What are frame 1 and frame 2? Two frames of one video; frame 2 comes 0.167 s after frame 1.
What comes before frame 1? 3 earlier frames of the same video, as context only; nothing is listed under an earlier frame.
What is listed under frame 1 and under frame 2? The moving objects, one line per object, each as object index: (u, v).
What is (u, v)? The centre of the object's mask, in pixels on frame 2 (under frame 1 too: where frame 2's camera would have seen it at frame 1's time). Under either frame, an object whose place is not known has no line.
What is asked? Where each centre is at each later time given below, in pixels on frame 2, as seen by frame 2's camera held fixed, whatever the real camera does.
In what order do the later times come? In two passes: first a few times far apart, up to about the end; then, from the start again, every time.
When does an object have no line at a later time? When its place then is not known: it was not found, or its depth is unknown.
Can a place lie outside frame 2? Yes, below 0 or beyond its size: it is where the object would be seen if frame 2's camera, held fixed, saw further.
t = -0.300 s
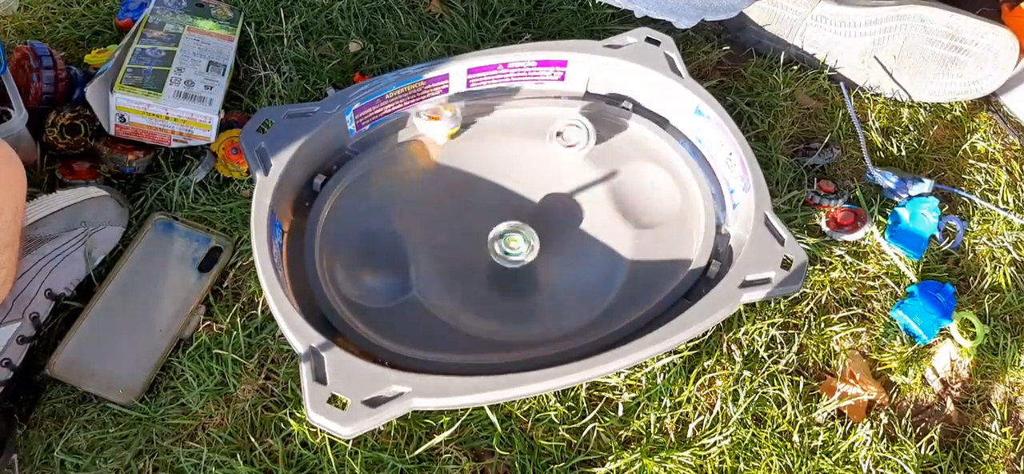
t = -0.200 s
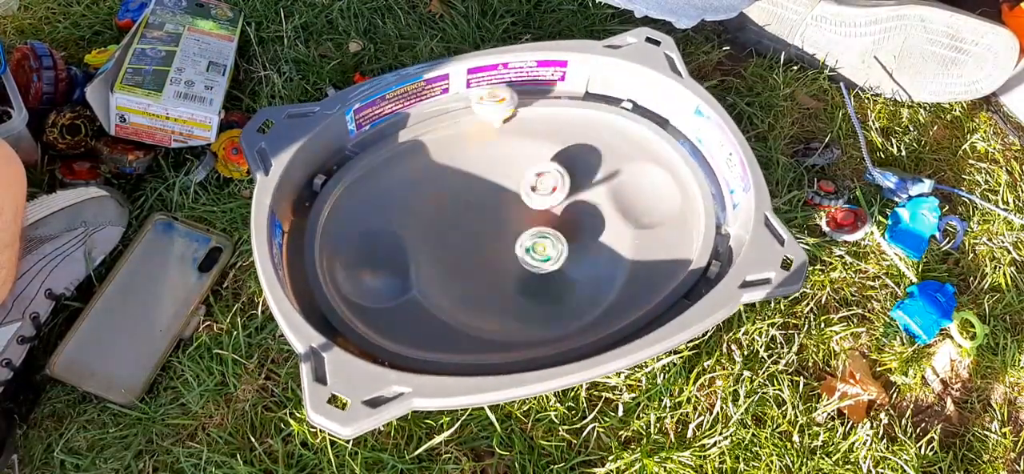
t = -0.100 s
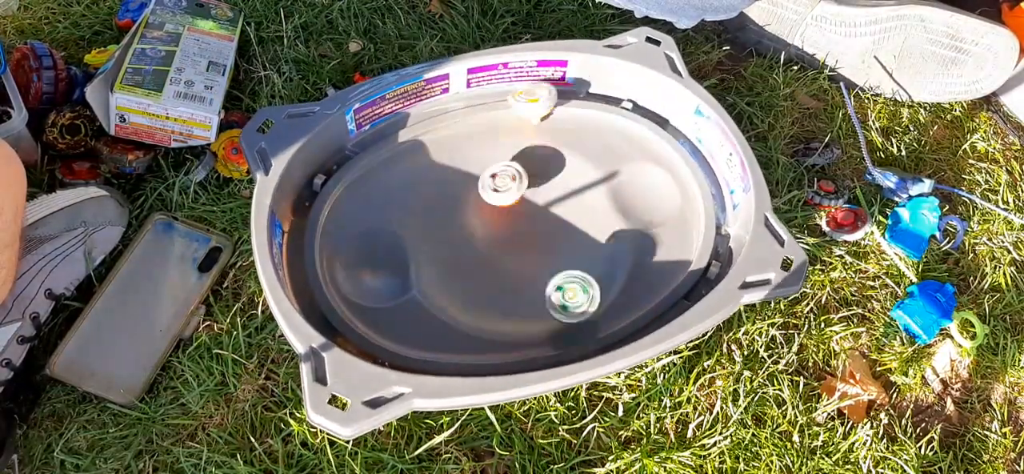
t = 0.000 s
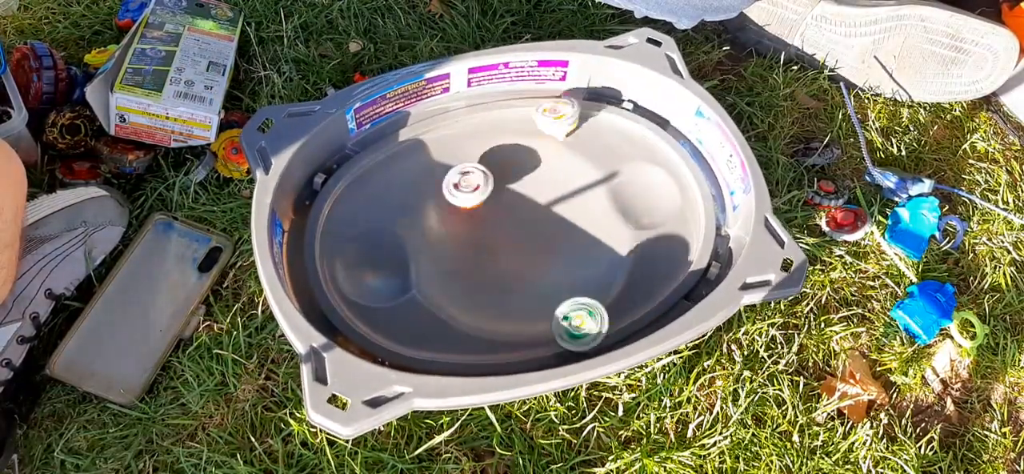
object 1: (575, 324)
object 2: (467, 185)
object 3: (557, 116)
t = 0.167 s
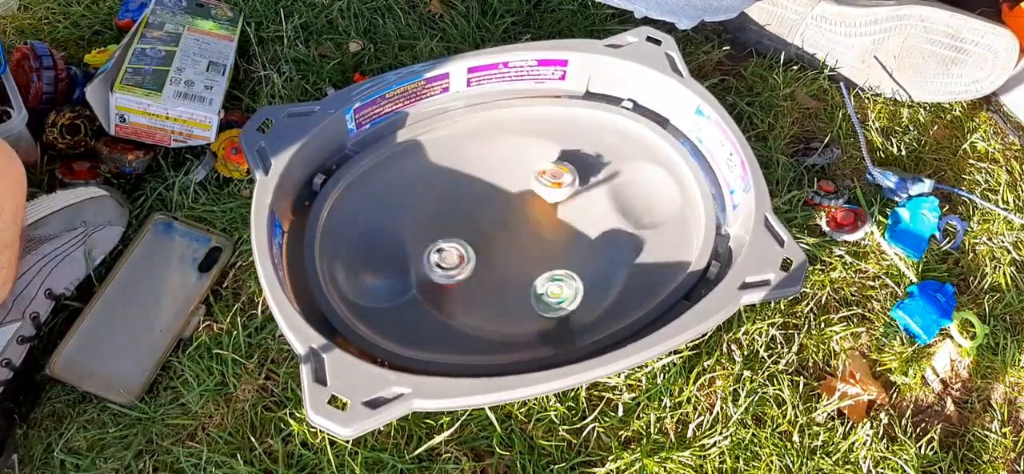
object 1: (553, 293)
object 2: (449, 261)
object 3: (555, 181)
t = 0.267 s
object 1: (532, 260)
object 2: (484, 305)
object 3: (538, 218)
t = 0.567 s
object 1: (491, 241)
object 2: (584, 297)
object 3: (508, 197)
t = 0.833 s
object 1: (502, 251)
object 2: (603, 216)
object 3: (464, 178)
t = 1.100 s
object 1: (511, 230)
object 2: (568, 213)
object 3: (394, 174)
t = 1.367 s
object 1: (557, 310)
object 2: (500, 212)
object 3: (383, 128)
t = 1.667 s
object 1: (592, 217)
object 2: (556, 278)
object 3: (455, 213)
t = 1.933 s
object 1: (493, 153)
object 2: (654, 237)
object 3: (477, 244)
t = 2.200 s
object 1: (556, 191)
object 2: (626, 191)
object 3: (409, 258)
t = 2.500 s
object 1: (518, 213)
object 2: (636, 200)
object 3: (387, 252)
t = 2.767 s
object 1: (534, 236)
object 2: (602, 214)
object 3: (383, 258)
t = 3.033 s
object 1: (481, 254)
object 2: (523, 163)
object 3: (374, 254)
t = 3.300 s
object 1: (499, 237)
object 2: (451, 223)
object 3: (384, 244)
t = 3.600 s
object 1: (571, 232)
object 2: (500, 248)
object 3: (389, 260)
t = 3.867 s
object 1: (576, 195)
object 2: (498, 193)
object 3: (373, 264)
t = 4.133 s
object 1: (552, 212)
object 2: (475, 234)
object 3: (378, 252)
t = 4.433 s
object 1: (606, 165)
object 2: (460, 281)
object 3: (395, 248)
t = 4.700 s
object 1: (626, 154)
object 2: (359, 281)
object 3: (422, 258)
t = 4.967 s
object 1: (630, 199)
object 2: (393, 231)
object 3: (523, 265)
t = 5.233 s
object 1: (635, 180)
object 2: (419, 256)
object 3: (518, 234)
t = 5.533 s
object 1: (639, 181)
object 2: (560, 236)
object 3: (515, 205)
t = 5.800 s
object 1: (646, 191)
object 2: (597, 207)
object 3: (546, 246)
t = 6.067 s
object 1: (640, 193)
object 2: (505, 225)
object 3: (506, 260)
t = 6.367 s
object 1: (635, 185)
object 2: (495, 203)
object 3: (477, 247)
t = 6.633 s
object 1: (639, 186)
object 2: (497, 203)
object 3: (496, 247)
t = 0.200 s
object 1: (546, 281)
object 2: (457, 277)
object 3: (549, 197)
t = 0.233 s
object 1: (540, 270)
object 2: (468, 292)
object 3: (543, 209)
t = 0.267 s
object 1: (532, 260)
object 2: (484, 305)
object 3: (538, 218)
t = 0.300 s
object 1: (523, 260)
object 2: (504, 314)
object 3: (534, 204)
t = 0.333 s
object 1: (514, 261)
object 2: (522, 325)
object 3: (529, 198)
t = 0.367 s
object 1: (506, 258)
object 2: (538, 334)
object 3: (522, 197)
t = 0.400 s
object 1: (500, 255)
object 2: (551, 331)
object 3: (519, 194)
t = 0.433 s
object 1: (495, 252)
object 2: (564, 325)
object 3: (516, 192)
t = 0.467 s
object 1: (491, 247)
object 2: (573, 318)
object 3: (513, 191)
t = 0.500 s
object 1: (494, 246)
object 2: (580, 312)
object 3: (510, 192)
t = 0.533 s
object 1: (492, 243)
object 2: (581, 305)
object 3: (509, 195)
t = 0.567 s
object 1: (491, 241)
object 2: (584, 297)
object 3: (508, 197)
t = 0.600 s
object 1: (486, 239)
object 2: (586, 287)
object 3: (508, 200)
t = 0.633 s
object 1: (492, 244)
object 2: (587, 273)
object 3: (511, 197)
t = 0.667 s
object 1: (492, 249)
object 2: (587, 257)
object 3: (513, 196)
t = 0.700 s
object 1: (493, 253)
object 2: (582, 240)
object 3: (515, 196)
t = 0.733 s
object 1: (493, 253)
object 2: (573, 223)
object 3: (518, 199)
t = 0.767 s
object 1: (498, 254)
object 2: (565, 210)
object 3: (516, 202)
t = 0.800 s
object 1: (499, 252)
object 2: (587, 212)
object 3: (492, 188)
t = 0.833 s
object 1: (502, 251)
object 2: (603, 216)
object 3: (464, 178)
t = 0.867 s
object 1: (504, 250)
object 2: (615, 220)
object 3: (443, 171)
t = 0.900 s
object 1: (505, 246)
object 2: (619, 221)
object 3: (427, 169)
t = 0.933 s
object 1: (507, 243)
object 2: (620, 224)
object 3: (416, 168)
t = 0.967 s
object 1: (507, 240)
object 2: (615, 225)
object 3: (406, 168)
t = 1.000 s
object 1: (508, 238)
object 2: (606, 224)
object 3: (400, 171)
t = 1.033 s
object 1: (510, 235)
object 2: (594, 222)
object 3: (396, 171)
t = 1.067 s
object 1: (511, 232)
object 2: (581, 218)
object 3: (394, 172)
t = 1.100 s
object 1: (511, 230)
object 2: (568, 213)
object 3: (394, 174)
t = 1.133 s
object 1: (508, 226)
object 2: (552, 206)
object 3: (396, 174)
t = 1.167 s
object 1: (494, 224)
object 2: (548, 200)
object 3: (399, 176)
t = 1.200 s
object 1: (475, 222)
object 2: (548, 194)
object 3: (403, 180)
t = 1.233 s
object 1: (459, 220)
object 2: (543, 193)
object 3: (410, 186)
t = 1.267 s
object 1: (469, 239)
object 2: (535, 193)
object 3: (404, 177)
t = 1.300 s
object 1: (499, 270)
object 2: (523, 196)
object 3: (393, 148)
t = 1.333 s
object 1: (529, 295)
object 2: (510, 203)
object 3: (382, 128)
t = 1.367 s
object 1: (557, 310)
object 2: (500, 212)
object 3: (383, 128)
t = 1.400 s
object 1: (583, 321)
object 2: (492, 225)
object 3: (388, 138)
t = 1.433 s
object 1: (599, 316)
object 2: (490, 237)
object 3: (395, 150)
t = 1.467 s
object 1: (605, 299)
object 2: (491, 249)
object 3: (400, 156)
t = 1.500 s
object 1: (610, 284)
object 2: (496, 261)
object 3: (405, 162)
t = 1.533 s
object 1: (611, 270)
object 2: (504, 270)
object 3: (412, 169)
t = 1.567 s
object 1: (610, 256)
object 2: (515, 277)
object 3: (420, 180)
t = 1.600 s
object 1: (606, 242)
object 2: (527, 281)
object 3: (430, 192)
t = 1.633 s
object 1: (601, 229)
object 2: (542, 281)
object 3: (442, 203)
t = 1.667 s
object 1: (592, 217)
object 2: (556, 278)
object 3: (455, 213)
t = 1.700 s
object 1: (582, 208)
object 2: (568, 270)
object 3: (470, 222)
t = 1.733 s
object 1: (570, 201)
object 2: (576, 259)
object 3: (485, 230)
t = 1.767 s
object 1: (561, 197)
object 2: (579, 247)
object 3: (499, 236)
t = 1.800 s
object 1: (551, 194)
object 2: (577, 234)
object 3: (512, 241)
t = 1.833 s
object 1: (536, 182)
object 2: (579, 233)
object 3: (522, 244)
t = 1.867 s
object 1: (519, 168)
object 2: (589, 239)
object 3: (523, 247)
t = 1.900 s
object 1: (504, 157)
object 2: (625, 237)
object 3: (499, 245)
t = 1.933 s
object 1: (493, 153)
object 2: (654, 237)
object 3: (477, 244)
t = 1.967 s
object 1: (484, 156)
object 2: (682, 242)
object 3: (460, 241)
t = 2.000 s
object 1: (482, 161)
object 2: (691, 239)
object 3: (451, 237)
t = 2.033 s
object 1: (480, 171)
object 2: (678, 230)
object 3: (446, 233)
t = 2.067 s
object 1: (480, 184)
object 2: (665, 221)
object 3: (446, 230)
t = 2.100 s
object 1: (482, 197)
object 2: (656, 212)
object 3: (449, 229)
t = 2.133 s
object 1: (509, 195)
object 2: (645, 207)
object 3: (431, 240)
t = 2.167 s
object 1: (535, 192)
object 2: (634, 200)
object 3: (419, 250)
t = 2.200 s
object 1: (556, 191)
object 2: (626, 191)
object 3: (409, 258)
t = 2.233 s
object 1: (568, 192)
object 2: (621, 184)
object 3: (398, 264)
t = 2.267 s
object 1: (566, 194)
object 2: (630, 179)
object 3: (390, 268)
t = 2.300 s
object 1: (561, 194)
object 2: (638, 177)
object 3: (383, 267)
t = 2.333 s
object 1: (554, 197)
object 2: (643, 177)
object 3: (378, 265)
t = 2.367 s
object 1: (546, 200)
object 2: (645, 179)
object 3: (377, 261)
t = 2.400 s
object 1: (538, 203)
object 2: (644, 183)
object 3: (379, 257)
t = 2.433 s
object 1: (529, 207)
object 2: (640, 190)
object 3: (380, 254)
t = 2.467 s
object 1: (524, 211)
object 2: (636, 195)
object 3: (384, 252)
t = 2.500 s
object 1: (518, 213)
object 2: (636, 200)
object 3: (387, 252)
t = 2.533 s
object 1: (514, 217)
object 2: (637, 204)
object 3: (387, 252)
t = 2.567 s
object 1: (512, 219)
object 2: (640, 208)
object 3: (388, 254)
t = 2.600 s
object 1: (511, 222)
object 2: (642, 210)
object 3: (388, 254)
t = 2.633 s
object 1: (512, 226)
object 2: (643, 211)
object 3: (386, 255)
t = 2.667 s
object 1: (516, 229)
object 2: (639, 213)
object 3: (386, 256)
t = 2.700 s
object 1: (520, 231)
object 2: (633, 215)
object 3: (386, 256)
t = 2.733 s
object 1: (527, 234)
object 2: (620, 214)
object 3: (384, 257)
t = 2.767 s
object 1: (534, 236)
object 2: (602, 214)
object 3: (383, 258)
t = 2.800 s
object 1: (539, 236)
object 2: (584, 211)
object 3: (382, 258)
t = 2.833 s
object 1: (525, 243)
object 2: (582, 200)
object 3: (380, 258)
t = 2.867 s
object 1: (511, 248)
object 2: (579, 190)
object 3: (379, 259)
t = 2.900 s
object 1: (498, 252)
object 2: (571, 182)
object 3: (378, 258)
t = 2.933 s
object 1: (490, 254)
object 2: (563, 175)
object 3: (377, 257)
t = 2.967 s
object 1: (484, 254)
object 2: (551, 169)
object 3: (377, 257)
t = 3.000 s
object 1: (482, 255)
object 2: (537, 165)
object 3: (375, 255)
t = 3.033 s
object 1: (481, 254)
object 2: (523, 163)
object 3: (374, 254)
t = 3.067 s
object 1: (481, 253)
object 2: (510, 162)
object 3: (375, 253)
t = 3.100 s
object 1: (483, 251)
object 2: (496, 165)
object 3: (374, 251)
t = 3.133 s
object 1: (485, 249)
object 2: (483, 170)
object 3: (375, 250)
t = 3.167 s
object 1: (488, 247)
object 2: (471, 176)
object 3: (376, 248)
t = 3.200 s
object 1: (490, 244)
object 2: (461, 186)
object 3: (377, 247)
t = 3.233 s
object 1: (494, 242)
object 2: (455, 197)
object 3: (380, 245)
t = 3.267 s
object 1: (497, 239)
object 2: (452, 210)
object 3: (382, 244)
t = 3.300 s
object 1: (499, 237)
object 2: (451, 223)
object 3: (384, 244)
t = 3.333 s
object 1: (514, 241)
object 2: (441, 226)
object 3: (387, 244)
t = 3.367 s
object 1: (529, 247)
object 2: (436, 230)
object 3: (386, 243)
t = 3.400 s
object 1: (541, 247)
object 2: (446, 238)
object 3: (381, 244)
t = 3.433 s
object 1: (548, 246)
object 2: (456, 244)
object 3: (378, 245)
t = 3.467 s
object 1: (553, 247)
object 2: (469, 251)
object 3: (379, 247)
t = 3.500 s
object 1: (554, 246)
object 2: (483, 255)
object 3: (382, 250)
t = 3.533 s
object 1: (553, 245)
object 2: (496, 255)
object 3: (385, 252)
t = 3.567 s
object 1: (555, 239)
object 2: (503, 253)
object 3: (388, 257)
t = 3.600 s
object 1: (571, 232)
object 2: (500, 248)
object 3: (389, 260)
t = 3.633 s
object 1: (585, 228)
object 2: (501, 243)
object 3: (390, 264)
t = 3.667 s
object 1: (593, 220)
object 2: (504, 237)
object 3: (389, 267)
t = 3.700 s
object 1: (596, 214)
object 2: (508, 231)
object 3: (387, 268)
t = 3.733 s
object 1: (596, 208)
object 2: (510, 223)
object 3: (385, 269)
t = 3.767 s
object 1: (592, 203)
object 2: (510, 214)
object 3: (383, 268)
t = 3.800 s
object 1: (588, 199)
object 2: (508, 206)
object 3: (380, 267)
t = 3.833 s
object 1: (583, 196)
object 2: (504, 198)
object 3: (377, 266)
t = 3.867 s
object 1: (576, 195)
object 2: (498, 193)
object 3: (373, 264)
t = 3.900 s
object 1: (570, 196)
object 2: (492, 190)
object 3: (372, 262)
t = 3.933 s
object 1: (563, 198)
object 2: (486, 191)
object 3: (371, 262)
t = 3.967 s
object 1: (557, 199)
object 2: (482, 196)
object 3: (370, 260)
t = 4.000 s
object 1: (551, 202)
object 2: (481, 202)
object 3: (370, 258)
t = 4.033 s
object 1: (543, 205)
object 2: (483, 210)
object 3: (371, 258)
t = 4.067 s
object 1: (539, 209)
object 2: (486, 218)
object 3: (373, 256)
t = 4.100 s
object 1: (546, 211)
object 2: (478, 226)
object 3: (376, 255)
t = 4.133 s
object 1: (552, 212)
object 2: (475, 234)
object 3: (378, 252)
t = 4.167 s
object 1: (556, 215)
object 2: (477, 241)
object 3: (381, 250)
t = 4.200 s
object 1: (557, 215)
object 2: (483, 250)
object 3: (383, 248)
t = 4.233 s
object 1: (558, 217)
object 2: (492, 255)
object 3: (384, 247)
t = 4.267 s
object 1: (557, 218)
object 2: (502, 258)
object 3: (385, 245)
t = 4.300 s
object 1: (557, 218)
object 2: (513, 259)
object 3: (387, 245)
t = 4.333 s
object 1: (557, 220)
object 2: (524, 256)
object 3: (389, 246)
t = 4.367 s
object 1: (557, 219)
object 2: (529, 252)
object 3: (391, 247)
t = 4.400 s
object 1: (584, 193)
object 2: (493, 268)
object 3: (392, 247)
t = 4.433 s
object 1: (606, 165)
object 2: (460, 281)
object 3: (395, 248)
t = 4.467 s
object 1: (628, 145)
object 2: (434, 285)
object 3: (399, 250)
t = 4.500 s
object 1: (645, 131)
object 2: (410, 293)
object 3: (401, 251)
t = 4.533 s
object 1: (646, 127)
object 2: (390, 297)
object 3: (403, 252)
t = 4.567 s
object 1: (643, 133)
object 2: (369, 303)
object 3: (405, 256)
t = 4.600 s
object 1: (638, 139)
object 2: (358, 301)
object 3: (408, 255)
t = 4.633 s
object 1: (634, 143)
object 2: (356, 295)
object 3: (410, 257)
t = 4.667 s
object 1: (630, 146)
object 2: (357, 289)
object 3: (414, 258)
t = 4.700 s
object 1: (626, 154)
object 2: (359, 281)
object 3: (422, 258)
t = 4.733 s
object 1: (622, 163)
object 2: (361, 273)
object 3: (435, 261)
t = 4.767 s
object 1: (621, 173)
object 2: (362, 266)
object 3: (451, 264)
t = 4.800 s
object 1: (620, 182)
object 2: (367, 258)
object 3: (467, 266)
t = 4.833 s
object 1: (621, 189)
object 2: (373, 250)
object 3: (484, 268)
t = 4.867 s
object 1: (622, 195)
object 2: (379, 242)
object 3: (498, 269)
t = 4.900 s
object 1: (625, 197)
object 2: (384, 236)
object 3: (510, 268)
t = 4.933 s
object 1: (627, 199)
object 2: (388, 233)
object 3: (518, 268)
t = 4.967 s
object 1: (630, 199)
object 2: (393, 231)
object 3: (523, 265)
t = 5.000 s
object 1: (632, 198)
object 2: (397, 233)
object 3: (526, 264)
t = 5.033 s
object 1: (633, 197)
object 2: (402, 233)
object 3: (526, 261)
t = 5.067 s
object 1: (632, 195)
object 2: (406, 234)
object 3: (527, 257)
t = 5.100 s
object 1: (633, 191)
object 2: (409, 238)
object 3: (525, 254)
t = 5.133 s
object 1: (633, 187)
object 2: (411, 243)
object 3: (525, 248)
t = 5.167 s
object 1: (634, 185)
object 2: (411, 251)
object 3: (522, 244)
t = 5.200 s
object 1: (635, 181)
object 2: (414, 254)
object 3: (521, 237)
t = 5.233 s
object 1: (635, 180)
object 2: (419, 256)
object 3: (518, 234)
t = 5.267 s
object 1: (634, 178)
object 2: (427, 257)
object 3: (515, 226)
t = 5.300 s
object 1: (635, 177)
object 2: (436, 257)
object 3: (510, 222)
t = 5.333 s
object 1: (636, 176)
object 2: (448, 257)
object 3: (505, 219)
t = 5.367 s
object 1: (636, 177)
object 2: (464, 256)
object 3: (504, 214)
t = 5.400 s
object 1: (636, 177)
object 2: (483, 252)
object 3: (505, 211)
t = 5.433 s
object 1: (637, 178)
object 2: (503, 246)
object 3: (508, 207)
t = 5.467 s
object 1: (638, 178)
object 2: (523, 242)
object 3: (511, 203)
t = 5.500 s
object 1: (638, 179)
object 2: (542, 244)
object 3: (513, 203)
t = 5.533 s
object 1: (639, 181)
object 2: (560, 236)
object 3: (515, 205)
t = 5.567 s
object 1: (641, 181)
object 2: (576, 231)
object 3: (517, 209)
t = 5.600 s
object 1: (642, 182)
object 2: (588, 227)
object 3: (520, 213)
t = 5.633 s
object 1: (644, 183)
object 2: (597, 220)
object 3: (525, 216)
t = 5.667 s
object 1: (645, 184)
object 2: (602, 217)
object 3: (531, 220)
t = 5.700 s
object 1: (647, 186)
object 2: (604, 211)
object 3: (535, 229)
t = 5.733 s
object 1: (647, 187)
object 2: (603, 210)
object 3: (541, 231)
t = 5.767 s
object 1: (646, 189)
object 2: (600, 209)
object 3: (543, 238)
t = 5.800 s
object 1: (646, 191)
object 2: (597, 207)
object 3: (546, 246)
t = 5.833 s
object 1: (646, 192)
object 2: (591, 207)
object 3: (546, 251)
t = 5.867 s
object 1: (646, 193)
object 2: (584, 211)
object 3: (545, 255)
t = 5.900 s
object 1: (646, 193)
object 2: (570, 212)
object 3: (541, 260)
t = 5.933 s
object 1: (646, 193)
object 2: (559, 213)
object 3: (536, 263)
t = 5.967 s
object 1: (644, 194)
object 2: (546, 221)
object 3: (529, 264)
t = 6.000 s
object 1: (642, 193)
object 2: (531, 223)
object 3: (524, 265)
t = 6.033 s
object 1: (641, 192)
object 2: (517, 223)
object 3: (514, 262)
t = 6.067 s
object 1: (640, 193)
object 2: (505, 225)
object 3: (506, 260)
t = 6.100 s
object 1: (639, 192)
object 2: (498, 220)
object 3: (499, 257)
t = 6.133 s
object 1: (638, 190)
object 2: (492, 219)
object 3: (491, 255)
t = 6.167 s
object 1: (636, 188)
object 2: (488, 213)
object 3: (486, 252)
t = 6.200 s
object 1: (635, 186)
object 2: (487, 209)
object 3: (480, 248)
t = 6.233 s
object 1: (635, 185)
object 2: (487, 208)
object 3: (475, 246)
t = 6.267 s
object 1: (635, 185)
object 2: (489, 207)
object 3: (473, 246)
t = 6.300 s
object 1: (635, 185)
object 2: (492, 205)
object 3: (473, 246)
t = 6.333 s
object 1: (635, 185)
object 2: (494, 203)
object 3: (474, 246)
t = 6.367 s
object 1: (635, 185)
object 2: (495, 203)
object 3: (477, 247)
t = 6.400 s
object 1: (635, 184)
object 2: (496, 203)
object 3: (481, 249)
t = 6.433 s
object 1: (636, 184)
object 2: (496, 204)
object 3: (486, 250)
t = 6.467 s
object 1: (637, 184)
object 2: (496, 204)
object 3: (488, 250)
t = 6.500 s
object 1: (637, 184)
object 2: (496, 204)
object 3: (491, 250)
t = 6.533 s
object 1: (638, 185)
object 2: (497, 204)
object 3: (493, 248)
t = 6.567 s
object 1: (638, 185)
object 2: (497, 203)
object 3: (494, 247)
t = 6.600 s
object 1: (639, 185)
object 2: (497, 203)
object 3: (495, 247)
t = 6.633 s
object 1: (639, 186)
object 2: (497, 203)
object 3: (496, 247)
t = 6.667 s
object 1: (640, 186)
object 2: (497, 203)
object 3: (495, 248)
